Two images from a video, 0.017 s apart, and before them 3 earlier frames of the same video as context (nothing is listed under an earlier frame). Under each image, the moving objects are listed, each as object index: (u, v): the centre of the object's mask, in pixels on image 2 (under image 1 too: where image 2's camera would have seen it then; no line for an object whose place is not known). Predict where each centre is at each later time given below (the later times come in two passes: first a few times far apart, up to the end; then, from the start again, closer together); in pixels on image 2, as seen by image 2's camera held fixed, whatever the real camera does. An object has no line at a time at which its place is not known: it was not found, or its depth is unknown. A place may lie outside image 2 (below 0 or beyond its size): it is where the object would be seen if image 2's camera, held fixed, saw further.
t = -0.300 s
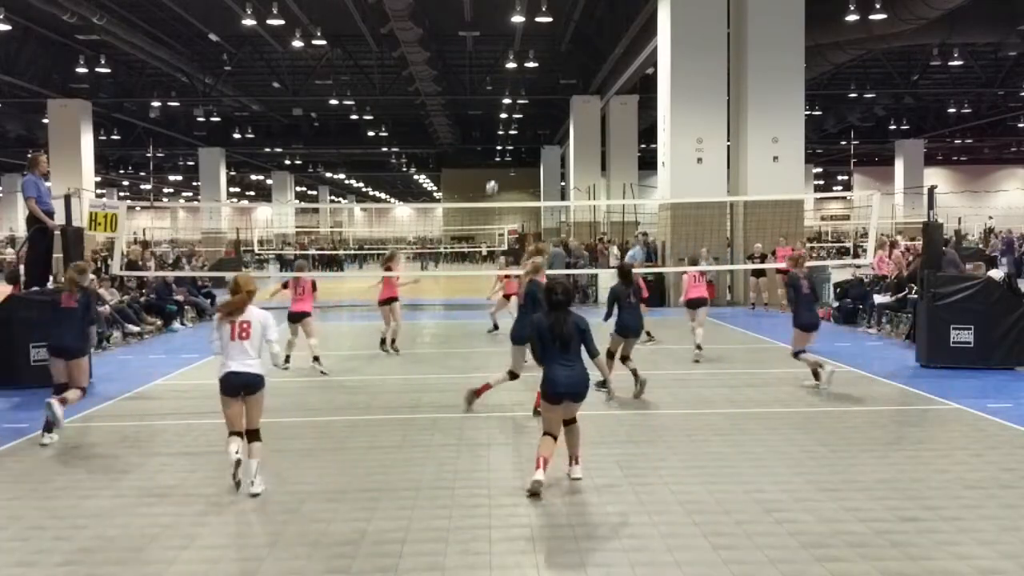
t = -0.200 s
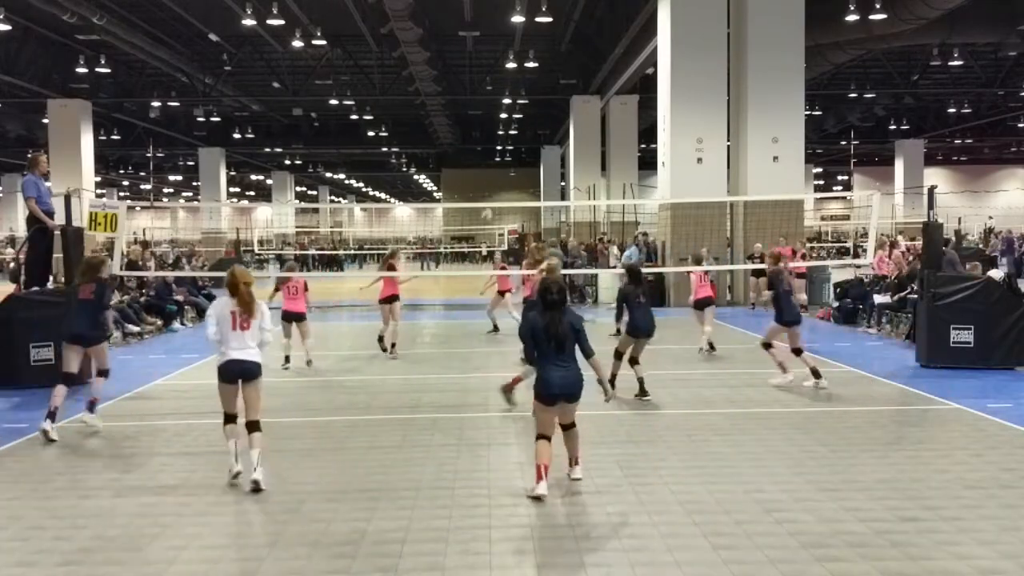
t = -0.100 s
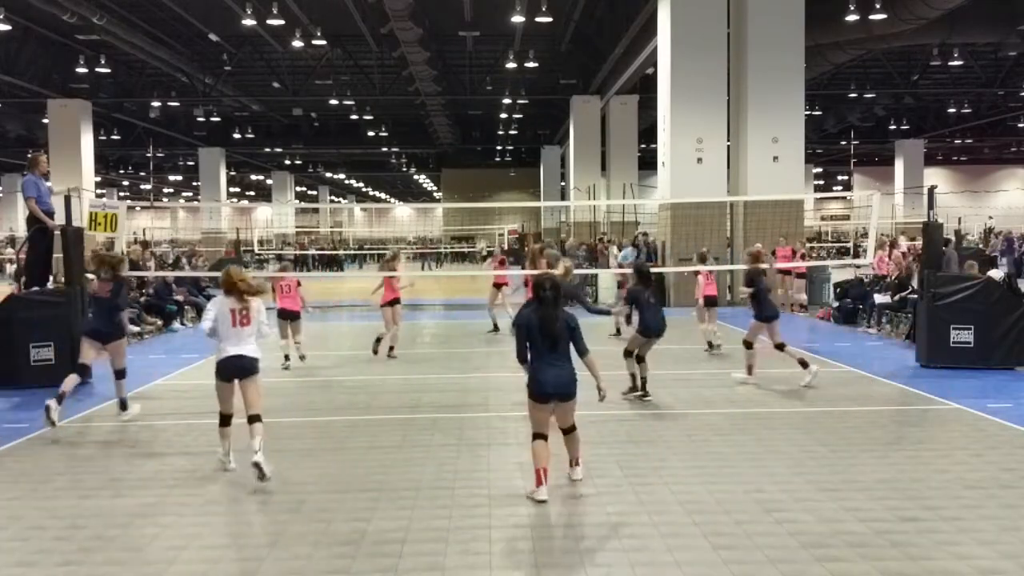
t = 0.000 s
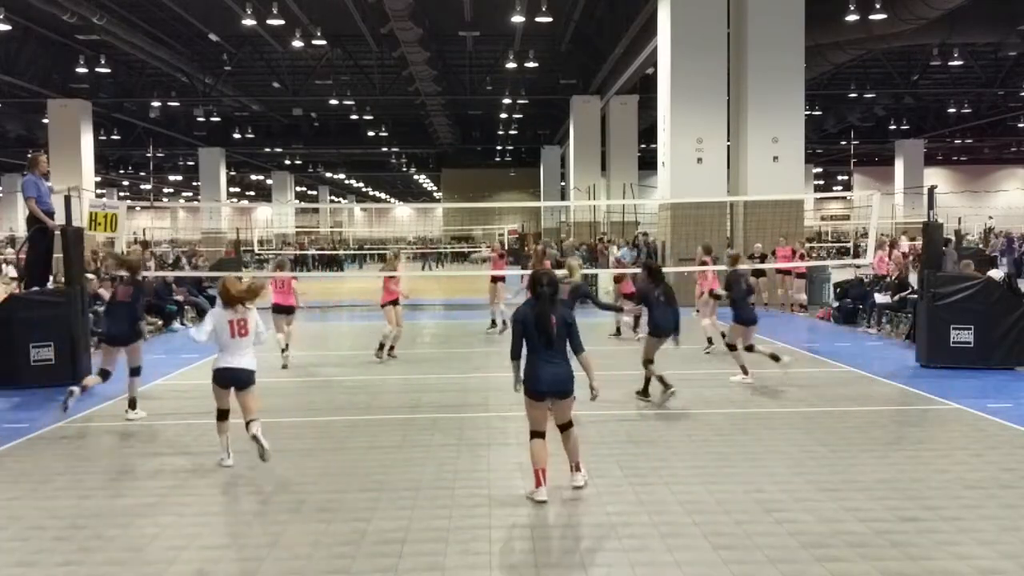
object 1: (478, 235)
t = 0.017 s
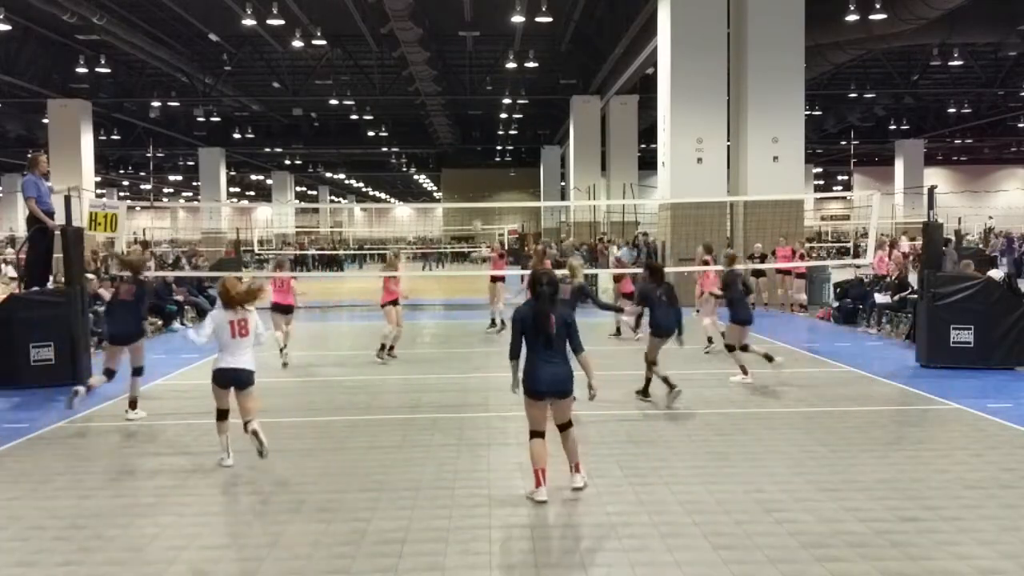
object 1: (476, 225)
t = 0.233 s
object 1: (469, 154)
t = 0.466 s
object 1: (461, 103)
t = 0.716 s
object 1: (452, 84)
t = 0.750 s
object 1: (451, 84)
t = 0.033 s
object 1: (476, 219)
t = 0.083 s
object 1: (474, 198)
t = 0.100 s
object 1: (473, 195)
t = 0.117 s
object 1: (473, 190)
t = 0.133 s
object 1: (472, 185)
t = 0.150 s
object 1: (472, 179)
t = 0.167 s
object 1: (471, 174)
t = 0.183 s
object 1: (471, 169)
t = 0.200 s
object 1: (470, 164)
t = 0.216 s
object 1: (469, 159)
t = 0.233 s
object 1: (469, 154)
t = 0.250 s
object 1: (468, 149)
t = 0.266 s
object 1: (468, 145)
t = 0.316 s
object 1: (466, 132)
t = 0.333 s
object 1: (466, 128)
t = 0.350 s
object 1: (465, 125)
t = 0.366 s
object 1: (465, 121)
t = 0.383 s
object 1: (464, 118)
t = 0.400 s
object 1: (463, 114)
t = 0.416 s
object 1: (463, 111)
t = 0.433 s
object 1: (462, 108)
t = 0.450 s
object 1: (461, 105)
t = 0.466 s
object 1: (461, 103)
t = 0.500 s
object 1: (460, 98)
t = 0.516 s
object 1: (460, 96)
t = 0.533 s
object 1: (459, 94)
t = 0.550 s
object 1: (458, 92)
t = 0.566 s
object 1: (458, 90)
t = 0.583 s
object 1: (457, 88)
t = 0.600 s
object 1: (456, 87)
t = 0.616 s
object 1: (456, 86)
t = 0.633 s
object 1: (455, 85)
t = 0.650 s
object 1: (455, 85)
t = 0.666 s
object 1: (454, 84)
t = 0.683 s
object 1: (454, 84)
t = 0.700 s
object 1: (453, 84)
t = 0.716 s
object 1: (452, 84)
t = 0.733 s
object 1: (451, 84)
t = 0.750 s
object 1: (451, 84)
